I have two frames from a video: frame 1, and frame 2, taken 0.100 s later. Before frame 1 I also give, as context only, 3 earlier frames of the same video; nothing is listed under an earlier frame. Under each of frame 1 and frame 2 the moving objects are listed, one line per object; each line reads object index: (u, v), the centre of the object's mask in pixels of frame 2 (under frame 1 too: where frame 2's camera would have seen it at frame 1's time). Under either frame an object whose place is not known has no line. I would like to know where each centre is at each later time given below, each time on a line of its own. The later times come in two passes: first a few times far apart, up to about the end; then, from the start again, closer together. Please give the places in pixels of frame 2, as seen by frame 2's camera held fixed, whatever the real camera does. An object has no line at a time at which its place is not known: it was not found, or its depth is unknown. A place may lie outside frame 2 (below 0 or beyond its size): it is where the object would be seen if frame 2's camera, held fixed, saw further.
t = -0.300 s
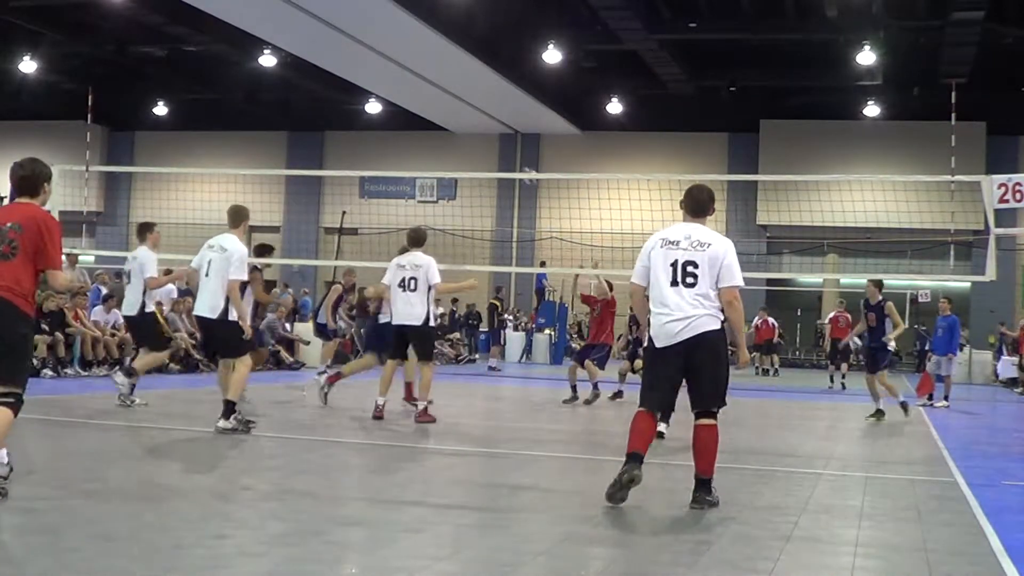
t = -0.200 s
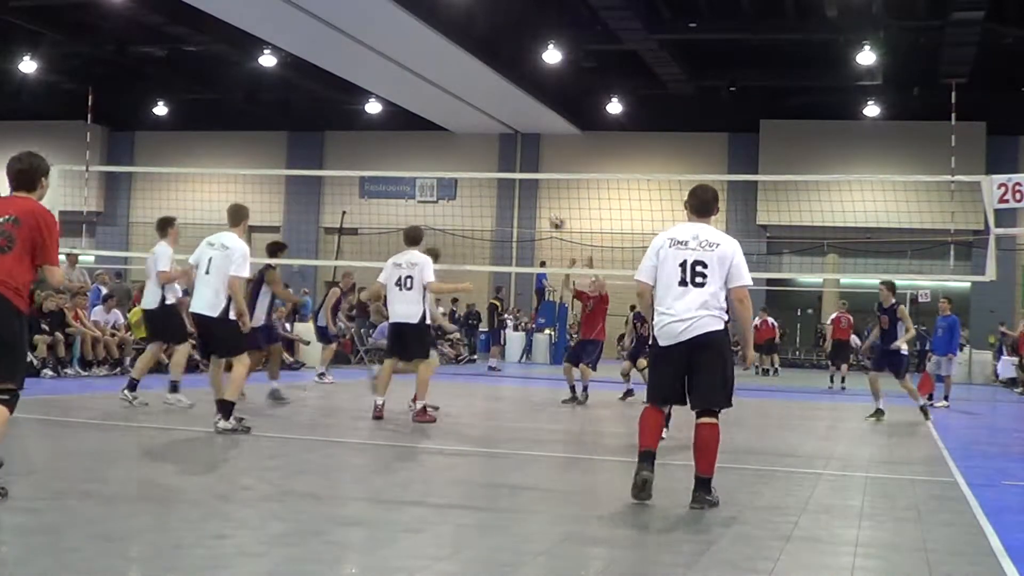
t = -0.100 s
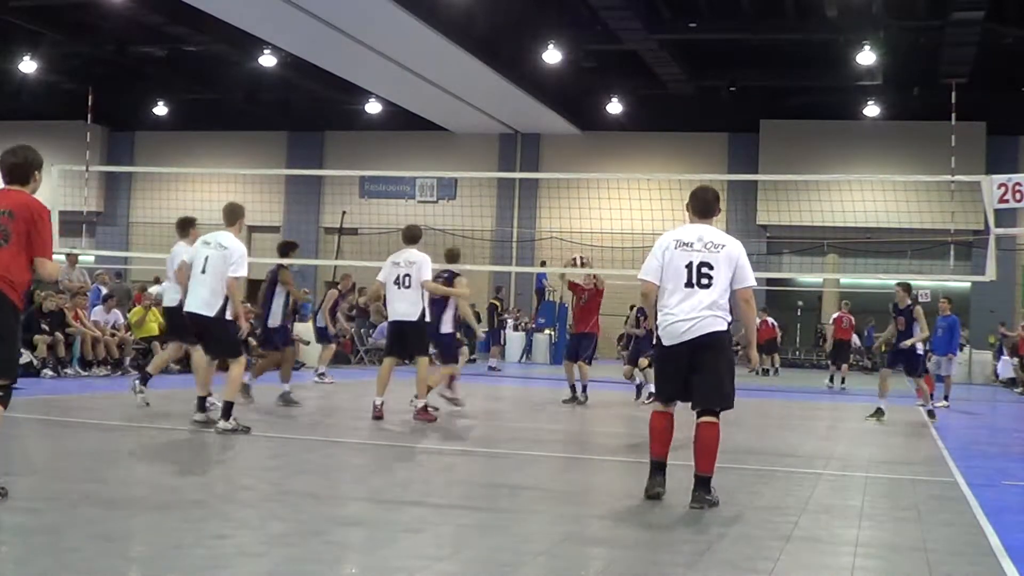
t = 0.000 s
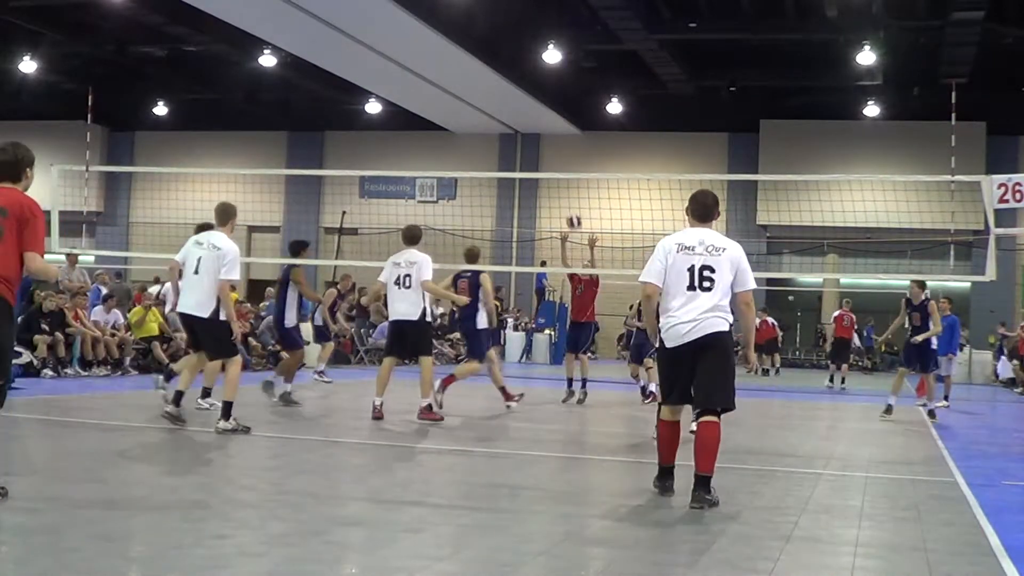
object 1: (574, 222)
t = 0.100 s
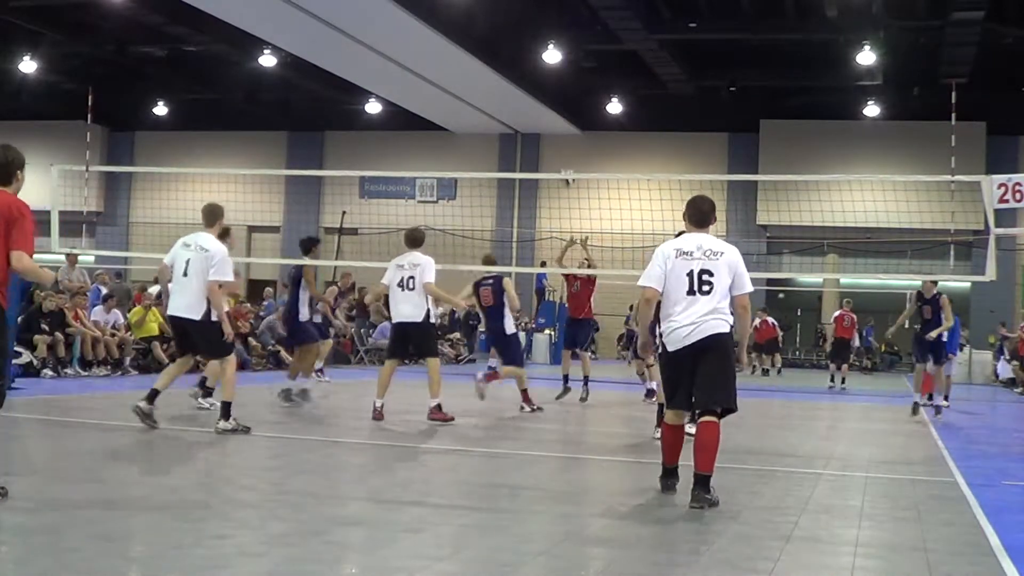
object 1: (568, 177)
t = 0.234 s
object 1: (558, 130)
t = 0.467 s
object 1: (538, 82)
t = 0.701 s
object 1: (516, 77)
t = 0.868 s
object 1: (500, 101)
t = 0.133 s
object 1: (566, 164)
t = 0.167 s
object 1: (563, 152)
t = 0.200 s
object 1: (561, 140)
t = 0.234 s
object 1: (558, 130)
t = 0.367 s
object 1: (547, 97)
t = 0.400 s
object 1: (544, 92)
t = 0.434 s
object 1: (541, 87)
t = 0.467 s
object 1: (538, 82)
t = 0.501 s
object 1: (535, 79)
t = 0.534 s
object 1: (532, 76)
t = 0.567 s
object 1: (529, 75)
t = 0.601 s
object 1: (526, 74)
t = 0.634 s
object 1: (523, 74)
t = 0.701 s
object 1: (516, 77)
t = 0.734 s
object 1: (514, 78)
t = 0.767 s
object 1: (510, 83)
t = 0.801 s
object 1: (506, 88)
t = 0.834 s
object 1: (503, 93)
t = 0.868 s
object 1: (500, 101)
